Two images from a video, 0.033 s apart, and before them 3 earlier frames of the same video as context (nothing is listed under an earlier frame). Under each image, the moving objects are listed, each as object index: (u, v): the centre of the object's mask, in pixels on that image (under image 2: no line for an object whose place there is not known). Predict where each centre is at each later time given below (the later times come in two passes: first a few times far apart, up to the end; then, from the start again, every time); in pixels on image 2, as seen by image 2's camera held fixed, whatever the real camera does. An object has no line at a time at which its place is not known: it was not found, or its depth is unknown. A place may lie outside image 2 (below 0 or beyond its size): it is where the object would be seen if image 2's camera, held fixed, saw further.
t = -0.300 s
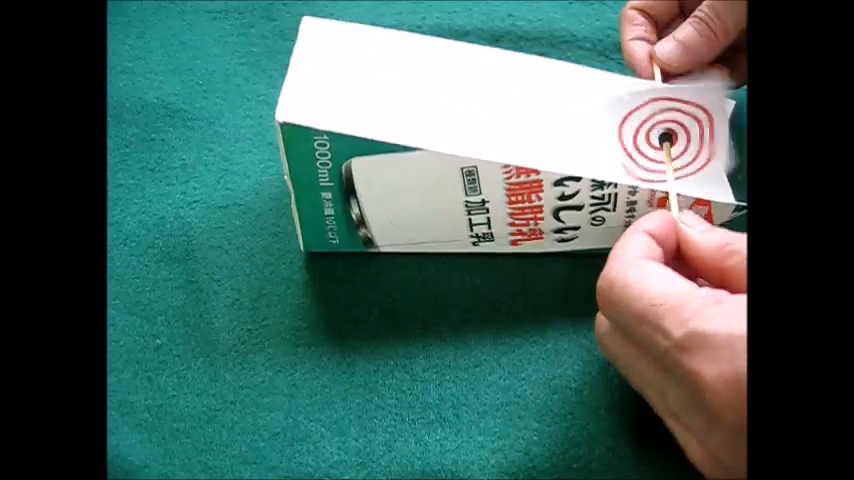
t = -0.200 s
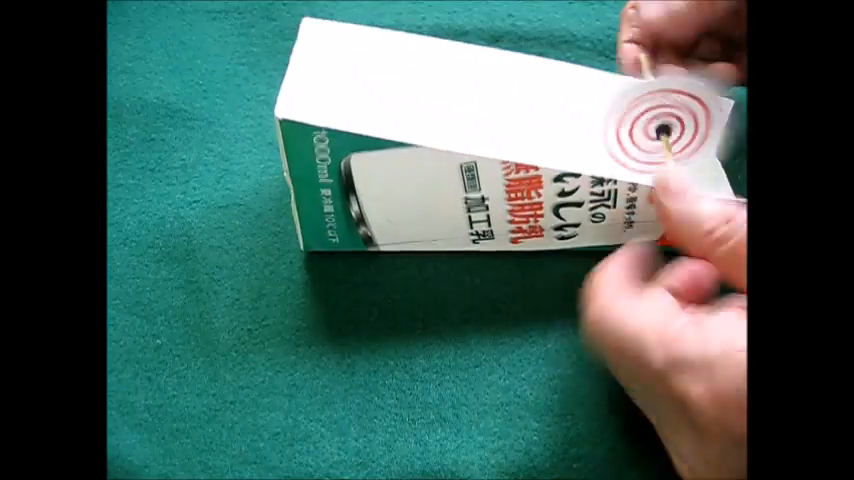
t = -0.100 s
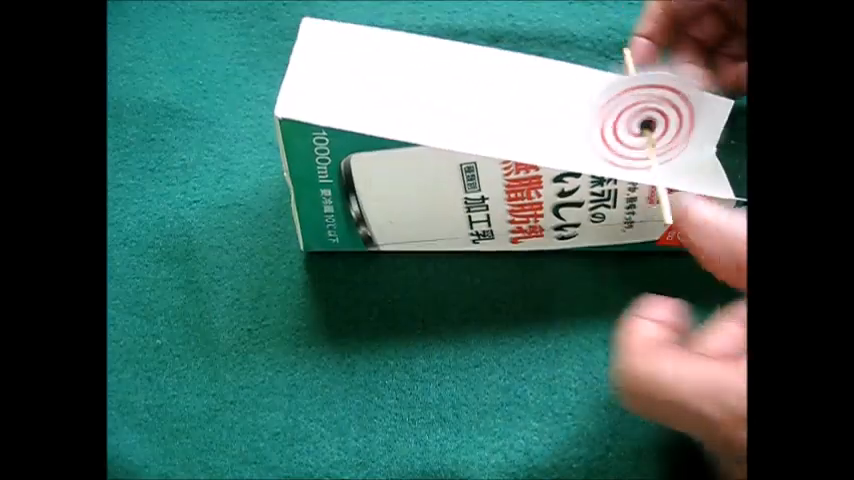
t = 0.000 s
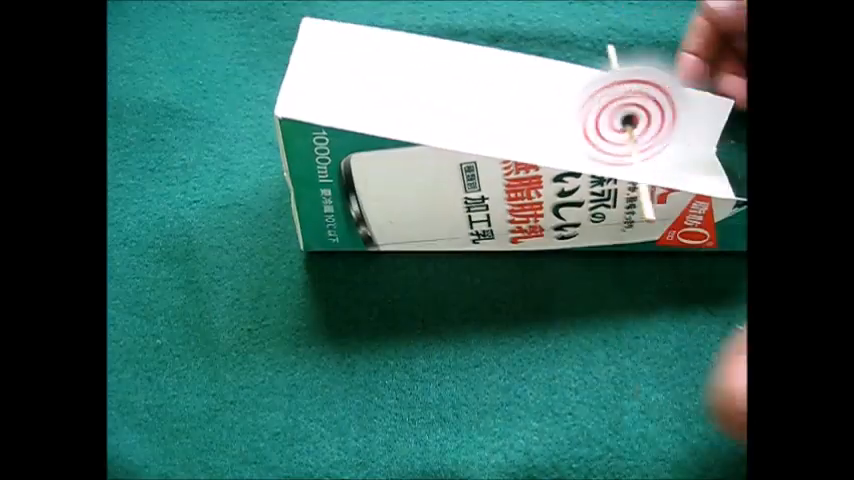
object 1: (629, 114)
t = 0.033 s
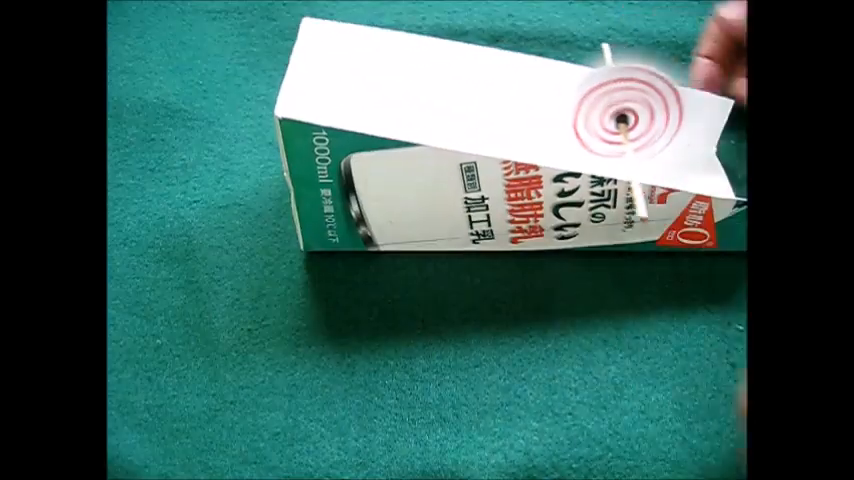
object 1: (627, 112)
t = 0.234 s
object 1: (592, 104)
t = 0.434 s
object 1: (559, 96)
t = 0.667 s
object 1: (534, 94)
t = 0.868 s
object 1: (512, 96)
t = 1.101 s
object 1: (480, 86)
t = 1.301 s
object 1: (459, 87)
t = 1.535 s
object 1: (433, 86)
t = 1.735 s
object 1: (416, 82)
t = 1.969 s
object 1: (400, 78)
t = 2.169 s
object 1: (387, 78)
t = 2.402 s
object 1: (374, 74)
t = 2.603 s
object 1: (375, 76)
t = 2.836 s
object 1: (379, 75)
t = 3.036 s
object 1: (384, 73)
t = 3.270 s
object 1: (390, 76)
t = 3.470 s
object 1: (399, 79)
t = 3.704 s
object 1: (411, 75)
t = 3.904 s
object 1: (419, 79)
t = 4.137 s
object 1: (434, 79)
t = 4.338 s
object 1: (443, 84)
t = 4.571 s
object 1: (461, 84)
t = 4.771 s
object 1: (474, 86)
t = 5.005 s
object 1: (489, 87)
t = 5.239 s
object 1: (510, 89)
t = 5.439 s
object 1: (529, 89)
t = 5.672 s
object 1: (550, 90)
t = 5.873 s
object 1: (567, 91)
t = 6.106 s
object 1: (587, 92)
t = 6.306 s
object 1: (608, 99)
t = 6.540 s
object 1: (628, 103)
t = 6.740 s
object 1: (646, 105)
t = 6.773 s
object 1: (650, 105)
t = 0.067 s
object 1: (617, 109)
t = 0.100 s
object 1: (611, 109)
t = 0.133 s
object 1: (609, 109)
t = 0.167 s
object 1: (600, 107)
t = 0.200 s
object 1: (592, 105)
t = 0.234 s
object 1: (592, 104)
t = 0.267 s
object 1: (586, 102)
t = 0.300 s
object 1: (577, 101)
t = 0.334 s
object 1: (574, 107)
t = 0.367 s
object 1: (569, 100)
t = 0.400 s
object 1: (560, 97)
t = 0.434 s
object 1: (559, 96)
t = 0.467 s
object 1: (559, 97)
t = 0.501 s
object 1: (557, 96)
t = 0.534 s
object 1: (550, 96)
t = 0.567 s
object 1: (549, 96)
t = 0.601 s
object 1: (547, 95)
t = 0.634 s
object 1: (542, 94)
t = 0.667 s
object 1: (534, 94)
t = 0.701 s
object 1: (531, 94)
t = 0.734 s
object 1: (528, 92)
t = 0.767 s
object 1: (523, 93)
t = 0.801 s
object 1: (515, 92)
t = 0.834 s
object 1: (513, 97)
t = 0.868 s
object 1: (512, 96)
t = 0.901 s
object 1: (506, 92)
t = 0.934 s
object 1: (500, 89)
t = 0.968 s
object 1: (494, 90)
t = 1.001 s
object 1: (494, 94)
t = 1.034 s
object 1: (490, 87)
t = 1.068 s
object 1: (487, 91)
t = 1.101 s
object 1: (480, 86)
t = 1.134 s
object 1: (476, 91)
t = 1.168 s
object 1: (474, 92)
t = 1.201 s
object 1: (473, 90)
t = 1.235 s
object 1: (469, 90)
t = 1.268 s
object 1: (465, 88)
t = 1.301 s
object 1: (459, 87)
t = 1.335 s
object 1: (454, 89)
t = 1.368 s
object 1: (453, 89)
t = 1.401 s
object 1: (451, 86)
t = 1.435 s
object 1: (447, 86)
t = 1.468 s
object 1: (442, 85)
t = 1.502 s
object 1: (438, 85)
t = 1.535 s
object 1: (433, 86)
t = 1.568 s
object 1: (433, 86)
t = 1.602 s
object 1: (432, 84)
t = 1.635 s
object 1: (428, 83)
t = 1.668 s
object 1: (426, 83)
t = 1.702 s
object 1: (422, 82)
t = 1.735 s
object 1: (416, 82)
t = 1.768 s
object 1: (413, 82)
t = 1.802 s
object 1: (414, 82)
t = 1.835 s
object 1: (412, 82)
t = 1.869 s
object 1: (410, 80)
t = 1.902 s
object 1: (408, 79)
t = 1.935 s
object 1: (405, 78)
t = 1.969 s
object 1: (400, 78)
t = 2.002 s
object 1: (397, 78)
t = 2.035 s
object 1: (393, 78)
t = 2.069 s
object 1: (391, 79)
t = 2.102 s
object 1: (393, 77)
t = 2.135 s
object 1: (392, 79)
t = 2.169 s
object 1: (387, 78)
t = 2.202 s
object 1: (386, 76)
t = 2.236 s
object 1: (385, 76)
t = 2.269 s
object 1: (384, 74)
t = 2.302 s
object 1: (382, 73)
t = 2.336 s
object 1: (380, 74)
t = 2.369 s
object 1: (376, 75)
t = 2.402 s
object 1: (374, 74)
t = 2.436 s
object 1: (374, 75)
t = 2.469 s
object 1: (373, 76)
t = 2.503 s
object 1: (373, 76)
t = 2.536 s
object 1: (374, 76)
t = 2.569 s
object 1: (373, 75)
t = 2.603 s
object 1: (375, 76)
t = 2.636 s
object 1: (375, 75)
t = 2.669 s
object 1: (376, 75)
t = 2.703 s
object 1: (376, 75)
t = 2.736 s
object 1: (377, 75)
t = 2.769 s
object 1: (378, 75)
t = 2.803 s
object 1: (378, 75)
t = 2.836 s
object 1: (379, 75)
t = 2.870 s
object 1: (380, 75)
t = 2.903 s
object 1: (380, 75)
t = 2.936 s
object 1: (383, 73)
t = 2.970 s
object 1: (384, 73)
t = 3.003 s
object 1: (384, 73)
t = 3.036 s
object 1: (384, 73)
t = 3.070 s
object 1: (383, 75)
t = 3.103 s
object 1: (389, 74)
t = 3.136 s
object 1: (387, 76)
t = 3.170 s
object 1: (388, 74)
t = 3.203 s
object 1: (389, 74)
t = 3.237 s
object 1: (390, 74)
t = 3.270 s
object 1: (390, 76)
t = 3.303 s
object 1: (395, 77)
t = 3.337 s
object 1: (395, 77)
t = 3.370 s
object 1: (395, 77)
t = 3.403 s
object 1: (395, 76)
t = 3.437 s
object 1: (396, 76)
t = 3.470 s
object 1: (399, 79)
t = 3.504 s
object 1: (397, 79)
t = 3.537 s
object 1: (397, 78)
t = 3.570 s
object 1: (400, 77)
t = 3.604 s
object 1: (402, 76)
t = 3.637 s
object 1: (404, 77)
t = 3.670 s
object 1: (408, 76)
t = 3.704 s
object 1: (411, 75)
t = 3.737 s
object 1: (413, 76)
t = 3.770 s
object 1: (413, 77)
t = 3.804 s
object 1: (414, 77)
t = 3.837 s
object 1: (416, 77)
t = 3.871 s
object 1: (419, 78)
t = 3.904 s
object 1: (419, 79)
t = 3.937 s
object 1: (422, 79)
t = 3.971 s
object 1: (421, 80)
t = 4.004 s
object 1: (421, 81)
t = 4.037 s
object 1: (422, 79)
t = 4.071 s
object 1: (426, 79)
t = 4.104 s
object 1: (430, 79)
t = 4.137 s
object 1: (434, 79)
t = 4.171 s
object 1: (436, 81)
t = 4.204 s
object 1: (436, 81)
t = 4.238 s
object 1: (439, 80)
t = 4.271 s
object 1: (441, 81)
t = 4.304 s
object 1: (443, 83)
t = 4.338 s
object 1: (443, 84)
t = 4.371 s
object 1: (442, 86)
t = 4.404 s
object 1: (445, 85)
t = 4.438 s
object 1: (450, 83)
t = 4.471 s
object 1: (453, 84)
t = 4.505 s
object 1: (458, 84)
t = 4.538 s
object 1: (459, 84)
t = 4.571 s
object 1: (461, 84)
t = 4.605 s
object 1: (465, 85)
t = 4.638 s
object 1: (465, 87)
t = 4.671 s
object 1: (467, 88)
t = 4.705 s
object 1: (467, 88)
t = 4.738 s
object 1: (471, 86)
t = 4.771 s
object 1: (474, 86)
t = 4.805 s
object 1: (479, 86)
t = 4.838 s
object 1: (482, 86)
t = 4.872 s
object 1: (484, 88)
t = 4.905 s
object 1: (486, 88)
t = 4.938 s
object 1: (488, 89)
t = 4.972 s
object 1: (489, 90)
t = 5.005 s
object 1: (489, 87)
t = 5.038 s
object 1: (494, 83)
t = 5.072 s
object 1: (498, 86)
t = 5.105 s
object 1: (505, 88)
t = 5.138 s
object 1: (503, 85)
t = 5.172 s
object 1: (508, 89)
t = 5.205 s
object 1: (509, 87)
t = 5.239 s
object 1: (510, 89)
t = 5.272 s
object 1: (512, 88)
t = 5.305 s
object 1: (516, 86)
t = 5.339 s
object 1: (523, 91)
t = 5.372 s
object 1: (526, 92)
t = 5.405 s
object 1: (525, 87)
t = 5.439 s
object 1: (529, 89)
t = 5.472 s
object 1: (531, 90)
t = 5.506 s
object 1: (532, 92)
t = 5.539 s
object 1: (534, 88)
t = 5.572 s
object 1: (539, 88)
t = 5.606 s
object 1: (546, 89)
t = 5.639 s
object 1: (546, 90)
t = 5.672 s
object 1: (550, 90)
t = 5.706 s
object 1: (551, 93)
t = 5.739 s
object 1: (551, 93)
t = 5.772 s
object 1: (556, 93)
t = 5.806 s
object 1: (563, 95)
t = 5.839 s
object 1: (565, 90)
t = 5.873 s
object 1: (567, 91)
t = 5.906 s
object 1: (568, 93)
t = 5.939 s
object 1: (569, 93)
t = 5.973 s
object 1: (572, 94)
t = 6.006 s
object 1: (577, 92)
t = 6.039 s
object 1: (582, 91)
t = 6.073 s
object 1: (584, 91)
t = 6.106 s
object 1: (587, 92)
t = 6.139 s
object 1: (591, 99)
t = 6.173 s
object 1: (591, 95)
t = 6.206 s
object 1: (595, 91)
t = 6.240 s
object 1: (602, 97)
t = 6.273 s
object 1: (605, 98)
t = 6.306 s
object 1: (608, 99)
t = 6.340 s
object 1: (610, 102)
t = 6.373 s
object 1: (610, 98)
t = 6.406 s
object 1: (617, 101)
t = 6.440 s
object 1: (622, 100)
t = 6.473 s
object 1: (623, 97)
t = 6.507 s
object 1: (627, 101)
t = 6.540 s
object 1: (628, 103)
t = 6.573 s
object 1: (631, 104)
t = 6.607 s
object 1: (636, 103)
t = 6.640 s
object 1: (640, 101)
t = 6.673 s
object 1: (644, 101)
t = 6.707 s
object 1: (645, 103)
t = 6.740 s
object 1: (646, 105)
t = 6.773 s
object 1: (650, 105)
